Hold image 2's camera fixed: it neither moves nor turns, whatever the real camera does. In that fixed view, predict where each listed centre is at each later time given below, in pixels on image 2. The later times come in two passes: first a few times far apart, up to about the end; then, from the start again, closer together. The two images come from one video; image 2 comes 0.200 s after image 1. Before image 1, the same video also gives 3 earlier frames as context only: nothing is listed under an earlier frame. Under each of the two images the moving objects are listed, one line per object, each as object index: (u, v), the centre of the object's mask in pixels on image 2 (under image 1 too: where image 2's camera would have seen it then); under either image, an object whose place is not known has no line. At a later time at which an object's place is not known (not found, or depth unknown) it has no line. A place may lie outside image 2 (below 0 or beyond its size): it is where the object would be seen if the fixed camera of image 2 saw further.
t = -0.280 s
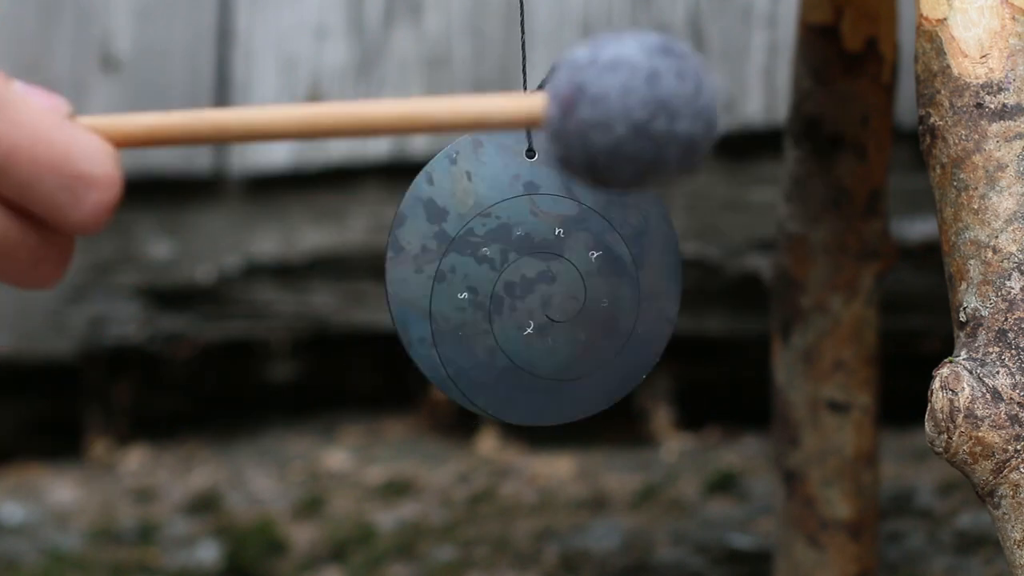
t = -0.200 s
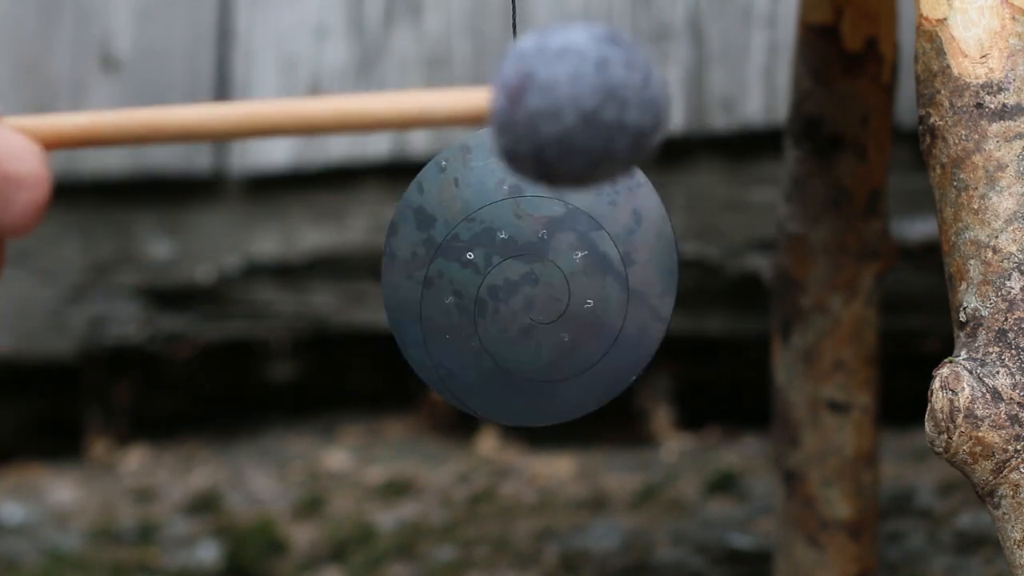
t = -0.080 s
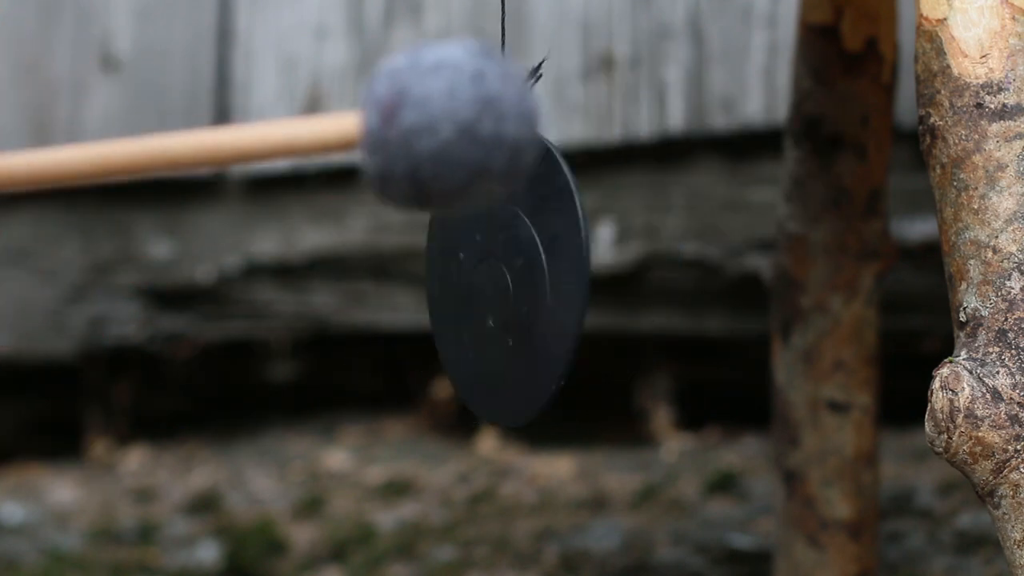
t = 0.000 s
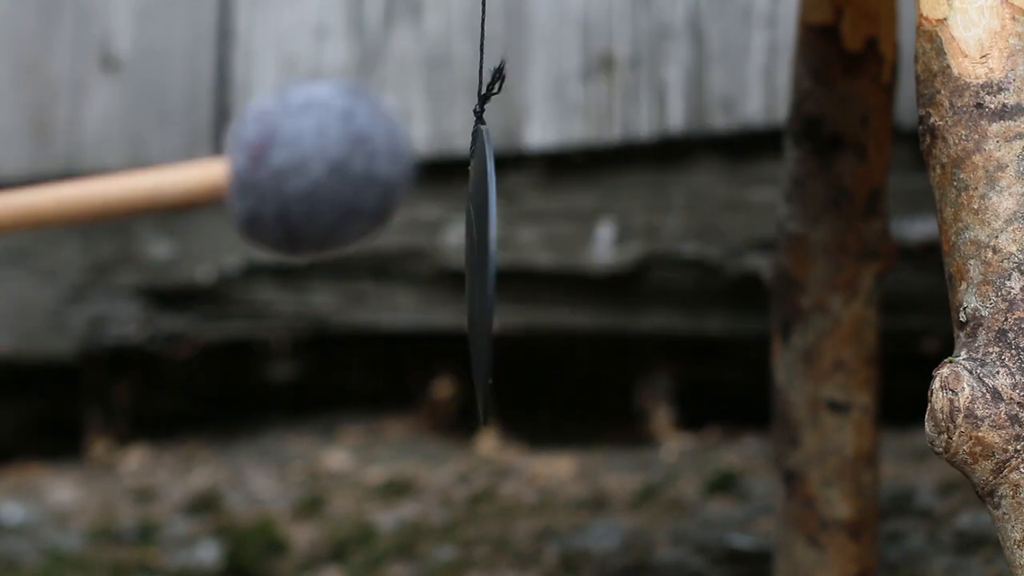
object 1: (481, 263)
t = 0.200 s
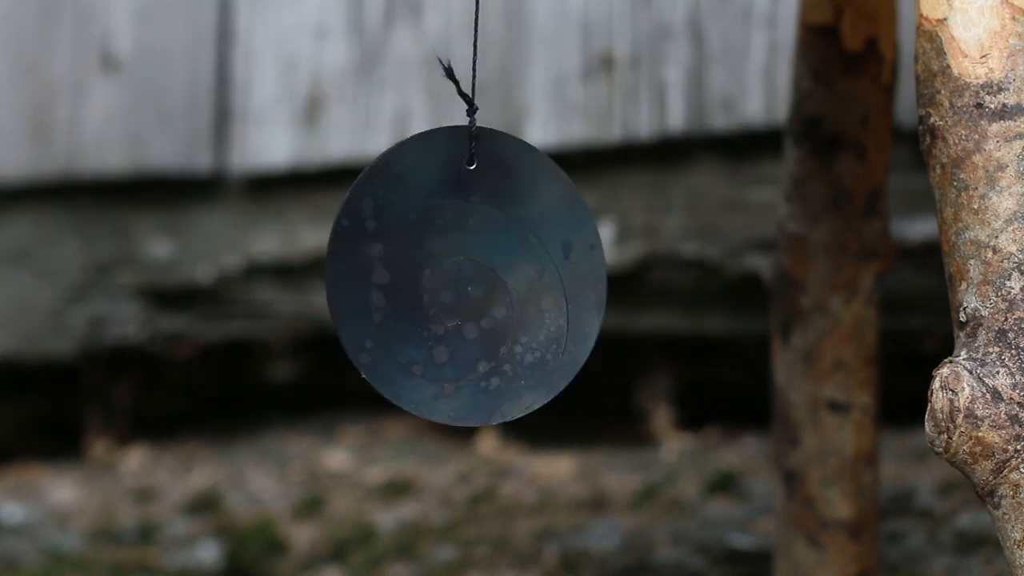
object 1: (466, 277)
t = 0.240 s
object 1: (472, 277)
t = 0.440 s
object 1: (517, 270)
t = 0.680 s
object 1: (517, 274)
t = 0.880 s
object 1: (485, 275)
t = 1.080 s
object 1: (473, 268)
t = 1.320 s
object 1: (510, 274)
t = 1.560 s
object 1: (531, 270)
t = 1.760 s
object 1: (486, 273)
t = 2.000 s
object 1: (465, 275)
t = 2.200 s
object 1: (517, 273)
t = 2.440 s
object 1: (537, 266)
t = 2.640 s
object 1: (496, 275)
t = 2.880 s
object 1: (481, 275)
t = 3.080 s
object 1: (508, 272)
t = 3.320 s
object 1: (516, 268)
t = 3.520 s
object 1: (487, 272)
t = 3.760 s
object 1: (481, 275)
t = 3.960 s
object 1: (509, 274)
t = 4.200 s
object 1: (522, 268)
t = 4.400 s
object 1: (490, 272)
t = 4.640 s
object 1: (473, 274)
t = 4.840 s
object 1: (499, 274)
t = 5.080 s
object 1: (520, 269)
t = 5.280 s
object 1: (494, 271)
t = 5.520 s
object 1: (471, 273)
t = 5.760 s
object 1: (499, 273)
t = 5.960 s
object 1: (513, 269)
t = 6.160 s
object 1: (501, 268)
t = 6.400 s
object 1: (479, 275)
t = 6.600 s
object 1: (493, 275)
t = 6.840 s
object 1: (514, 270)
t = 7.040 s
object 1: (506, 269)
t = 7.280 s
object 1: (496, 271)
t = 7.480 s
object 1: (509, 277)
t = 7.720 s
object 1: (513, 273)
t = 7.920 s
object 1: (494, 271)
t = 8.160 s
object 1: (485, 269)
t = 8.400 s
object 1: (503, 277)
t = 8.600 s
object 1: (505, 274)
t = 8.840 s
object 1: (500, 268)
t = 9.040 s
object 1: (509, 277)
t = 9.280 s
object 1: (502, 277)
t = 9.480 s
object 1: (489, 274)
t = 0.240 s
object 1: (472, 277)
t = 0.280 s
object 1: (480, 276)
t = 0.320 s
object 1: (489, 275)
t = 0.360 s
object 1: (499, 274)
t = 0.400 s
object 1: (509, 272)
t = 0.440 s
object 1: (517, 270)
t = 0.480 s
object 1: (523, 268)
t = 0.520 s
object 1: (528, 262)
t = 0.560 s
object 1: (527, 277)
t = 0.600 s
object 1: (525, 275)
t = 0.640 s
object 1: (522, 274)
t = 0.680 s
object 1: (517, 274)
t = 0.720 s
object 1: (510, 275)
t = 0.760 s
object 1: (503, 275)
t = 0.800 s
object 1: (497, 275)
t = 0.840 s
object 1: (491, 276)
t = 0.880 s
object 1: (485, 275)
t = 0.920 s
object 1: (481, 275)
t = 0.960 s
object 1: (477, 274)
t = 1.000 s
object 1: (475, 274)
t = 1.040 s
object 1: (473, 273)
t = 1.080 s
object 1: (473, 268)
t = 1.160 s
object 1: (479, 279)
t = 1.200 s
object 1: (485, 277)
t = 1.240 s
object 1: (492, 276)
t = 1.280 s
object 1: (501, 275)
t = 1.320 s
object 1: (510, 274)
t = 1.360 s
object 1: (518, 272)
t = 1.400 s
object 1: (525, 271)
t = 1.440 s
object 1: (531, 270)
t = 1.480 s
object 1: (534, 270)
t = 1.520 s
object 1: (534, 269)
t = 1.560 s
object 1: (531, 270)
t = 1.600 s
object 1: (525, 270)
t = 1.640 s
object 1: (516, 270)
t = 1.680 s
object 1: (505, 270)
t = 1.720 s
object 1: (493, 267)
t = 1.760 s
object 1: (486, 273)
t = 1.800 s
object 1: (471, 280)
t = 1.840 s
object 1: (463, 278)
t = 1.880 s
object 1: (458, 276)
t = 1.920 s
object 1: (458, 275)
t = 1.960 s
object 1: (460, 275)
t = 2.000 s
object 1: (465, 275)
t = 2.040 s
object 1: (473, 275)
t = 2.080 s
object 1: (483, 275)
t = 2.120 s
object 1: (495, 275)
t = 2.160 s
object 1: (506, 274)
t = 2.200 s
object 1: (517, 273)
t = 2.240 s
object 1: (527, 271)
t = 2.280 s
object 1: (534, 270)
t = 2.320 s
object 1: (539, 268)
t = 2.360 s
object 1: (541, 267)
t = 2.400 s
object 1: (540, 266)
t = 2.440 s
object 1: (537, 266)
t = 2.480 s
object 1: (530, 265)
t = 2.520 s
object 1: (517, 265)
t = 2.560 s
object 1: (513, 277)
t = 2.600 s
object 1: (504, 276)
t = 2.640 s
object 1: (496, 275)
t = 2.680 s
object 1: (488, 276)
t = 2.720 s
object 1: (483, 276)
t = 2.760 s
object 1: (479, 276)
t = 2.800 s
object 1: (478, 276)
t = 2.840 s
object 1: (478, 276)
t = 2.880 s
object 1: (481, 275)
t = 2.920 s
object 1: (485, 275)
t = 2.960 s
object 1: (490, 275)
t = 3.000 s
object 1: (496, 274)
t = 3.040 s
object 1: (502, 273)
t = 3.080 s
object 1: (508, 272)
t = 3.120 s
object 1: (513, 271)
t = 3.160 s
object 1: (517, 270)
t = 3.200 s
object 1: (520, 269)
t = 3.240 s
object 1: (521, 268)
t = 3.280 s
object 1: (519, 267)
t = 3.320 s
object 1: (516, 268)
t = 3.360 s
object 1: (511, 268)
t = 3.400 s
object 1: (506, 269)
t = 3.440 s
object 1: (500, 270)
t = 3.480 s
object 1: (493, 271)
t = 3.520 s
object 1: (487, 272)
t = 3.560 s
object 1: (482, 271)
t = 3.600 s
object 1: (477, 271)
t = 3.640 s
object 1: (475, 271)
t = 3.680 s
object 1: (474, 272)
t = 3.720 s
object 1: (477, 272)
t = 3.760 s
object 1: (481, 275)
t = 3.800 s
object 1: (484, 275)
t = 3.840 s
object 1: (488, 275)
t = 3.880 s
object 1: (494, 276)
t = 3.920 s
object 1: (501, 275)
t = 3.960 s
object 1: (509, 274)
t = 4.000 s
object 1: (515, 273)
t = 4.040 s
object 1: (521, 272)
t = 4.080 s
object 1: (524, 271)
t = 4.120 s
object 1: (525, 269)
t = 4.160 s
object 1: (525, 268)
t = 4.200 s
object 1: (522, 268)
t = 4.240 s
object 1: (517, 268)
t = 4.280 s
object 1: (511, 269)
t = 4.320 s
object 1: (504, 270)
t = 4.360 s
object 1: (498, 271)
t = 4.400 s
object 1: (490, 272)
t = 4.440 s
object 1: (483, 272)
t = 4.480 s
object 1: (478, 273)
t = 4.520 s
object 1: (474, 273)
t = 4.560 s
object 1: (472, 273)
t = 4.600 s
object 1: (471, 274)
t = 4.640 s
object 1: (473, 274)
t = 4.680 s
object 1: (475, 274)
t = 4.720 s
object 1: (480, 274)
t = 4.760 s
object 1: (485, 274)
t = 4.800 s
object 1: (492, 274)
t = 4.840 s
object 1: (499, 274)
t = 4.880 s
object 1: (507, 273)
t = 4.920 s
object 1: (508, 272)
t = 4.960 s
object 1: (516, 271)
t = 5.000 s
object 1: (519, 270)
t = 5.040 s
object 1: (519, 269)
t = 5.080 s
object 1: (520, 269)
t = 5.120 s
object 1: (516, 269)
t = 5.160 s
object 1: (514, 269)
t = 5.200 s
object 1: (508, 270)
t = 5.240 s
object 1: (501, 271)
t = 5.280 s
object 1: (494, 271)
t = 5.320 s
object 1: (488, 272)
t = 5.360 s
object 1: (482, 272)
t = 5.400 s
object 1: (477, 273)
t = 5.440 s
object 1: (473, 273)
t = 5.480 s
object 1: (473, 273)
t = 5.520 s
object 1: (471, 273)
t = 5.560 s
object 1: (474, 274)
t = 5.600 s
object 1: (475, 273)
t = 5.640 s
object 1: (482, 273)
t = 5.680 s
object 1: (485, 274)
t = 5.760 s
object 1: (499, 273)
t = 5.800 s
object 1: (502, 272)
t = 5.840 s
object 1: (508, 271)
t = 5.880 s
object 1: (511, 271)
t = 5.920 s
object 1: (512, 269)
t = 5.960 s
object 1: (513, 269)
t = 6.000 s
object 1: (511, 268)
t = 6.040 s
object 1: (509, 266)
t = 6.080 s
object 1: (506, 264)
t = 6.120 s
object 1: (504, 262)
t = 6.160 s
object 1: (501, 268)
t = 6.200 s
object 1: (493, 275)
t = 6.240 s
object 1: (488, 272)
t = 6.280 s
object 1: (484, 273)
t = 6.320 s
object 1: (481, 273)
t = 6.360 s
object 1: (479, 275)
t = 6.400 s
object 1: (479, 275)
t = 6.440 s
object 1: (480, 274)
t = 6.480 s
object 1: (481, 276)
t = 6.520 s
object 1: (484, 276)
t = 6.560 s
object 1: (489, 276)
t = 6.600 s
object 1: (493, 275)
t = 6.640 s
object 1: (498, 275)
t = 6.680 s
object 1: (502, 274)
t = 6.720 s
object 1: (506, 273)
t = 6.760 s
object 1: (509, 273)
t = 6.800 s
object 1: (512, 271)
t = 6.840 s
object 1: (514, 270)
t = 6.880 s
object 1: (514, 269)
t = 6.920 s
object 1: (514, 269)
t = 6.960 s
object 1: (512, 268)
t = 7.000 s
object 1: (509, 269)
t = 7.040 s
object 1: (506, 269)
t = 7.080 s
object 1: (503, 270)
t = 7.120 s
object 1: (500, 271)
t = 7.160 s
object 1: (498, 272)
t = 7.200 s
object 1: (496, 272)
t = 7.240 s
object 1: (496, 272)
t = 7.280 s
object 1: (496, 271)
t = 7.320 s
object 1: (497, 268)
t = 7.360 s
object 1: (497, 281)
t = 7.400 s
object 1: (503, 280)
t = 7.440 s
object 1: (506, 277)
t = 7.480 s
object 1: (509, 277)
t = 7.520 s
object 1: (512, 276)
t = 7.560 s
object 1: (514, 276)
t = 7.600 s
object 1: (515, 275)
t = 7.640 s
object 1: (516, 274)
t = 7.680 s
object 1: (515, 274)
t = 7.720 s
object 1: (513, 273)
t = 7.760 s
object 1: (511, 272)
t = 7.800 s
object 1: (507, 272)
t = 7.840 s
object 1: (503, 271)
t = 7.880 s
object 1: (498, 271)
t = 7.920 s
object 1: (494, 271)
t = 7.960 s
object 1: (490, 271)
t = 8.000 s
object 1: (486, 270)
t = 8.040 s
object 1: (484, 271)
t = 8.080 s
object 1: (483, 271)
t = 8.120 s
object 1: (484, 271)
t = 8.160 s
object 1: (485, 269)
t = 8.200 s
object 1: (493, 272)
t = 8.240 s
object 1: (491, 279)
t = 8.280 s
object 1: (495, 277)
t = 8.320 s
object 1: (498, 278)
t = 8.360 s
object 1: (501, 277)
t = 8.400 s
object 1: (503, 277)
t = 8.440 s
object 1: (505, 277)
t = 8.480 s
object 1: (506, 276)
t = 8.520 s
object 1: (506, 276)
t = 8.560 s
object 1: (506, 275)
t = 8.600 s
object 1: (505, 274)
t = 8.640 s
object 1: (503, 273)
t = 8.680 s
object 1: (502, 272)
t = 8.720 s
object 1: (501, 271)
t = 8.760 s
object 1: (499, 270)
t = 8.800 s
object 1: (499, 269)
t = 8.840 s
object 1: (500, 268)
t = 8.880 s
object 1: (501, 267)
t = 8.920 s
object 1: (501, 266)
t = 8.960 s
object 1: (504, 279)
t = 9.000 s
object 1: (508, 277)
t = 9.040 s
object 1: (509, 277)
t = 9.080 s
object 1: (510, 277)
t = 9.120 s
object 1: (510, 276)
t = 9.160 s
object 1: (509, 277)
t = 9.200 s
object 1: (508, 276)
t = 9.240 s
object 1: (505, 276)
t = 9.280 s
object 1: (502, 277)
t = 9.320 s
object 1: (499, 276)
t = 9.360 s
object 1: (496, 276)
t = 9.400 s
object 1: (493, 276)
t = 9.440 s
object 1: (491, 275)
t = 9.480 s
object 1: (489, 274)
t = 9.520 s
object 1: (489, 273)
